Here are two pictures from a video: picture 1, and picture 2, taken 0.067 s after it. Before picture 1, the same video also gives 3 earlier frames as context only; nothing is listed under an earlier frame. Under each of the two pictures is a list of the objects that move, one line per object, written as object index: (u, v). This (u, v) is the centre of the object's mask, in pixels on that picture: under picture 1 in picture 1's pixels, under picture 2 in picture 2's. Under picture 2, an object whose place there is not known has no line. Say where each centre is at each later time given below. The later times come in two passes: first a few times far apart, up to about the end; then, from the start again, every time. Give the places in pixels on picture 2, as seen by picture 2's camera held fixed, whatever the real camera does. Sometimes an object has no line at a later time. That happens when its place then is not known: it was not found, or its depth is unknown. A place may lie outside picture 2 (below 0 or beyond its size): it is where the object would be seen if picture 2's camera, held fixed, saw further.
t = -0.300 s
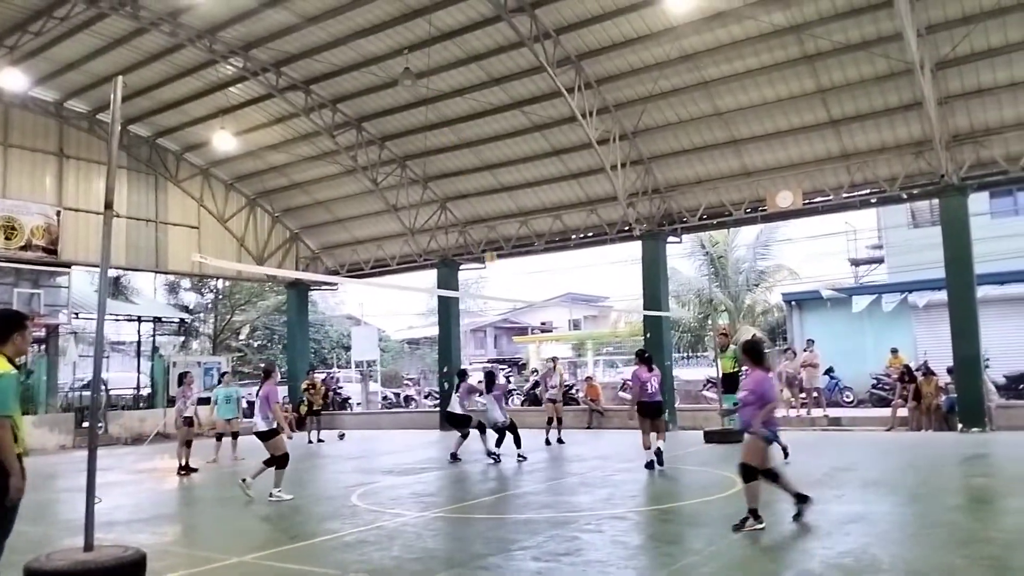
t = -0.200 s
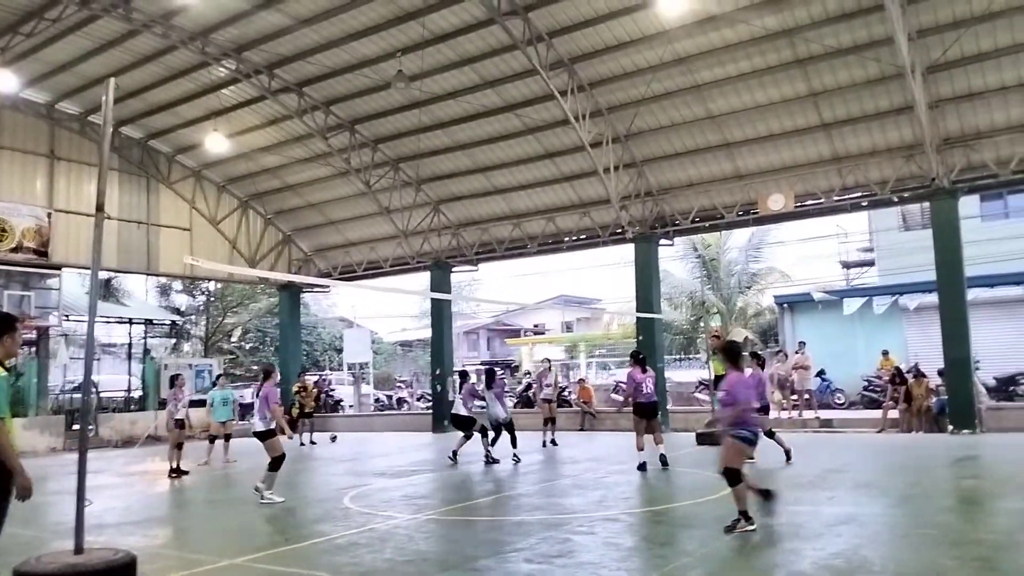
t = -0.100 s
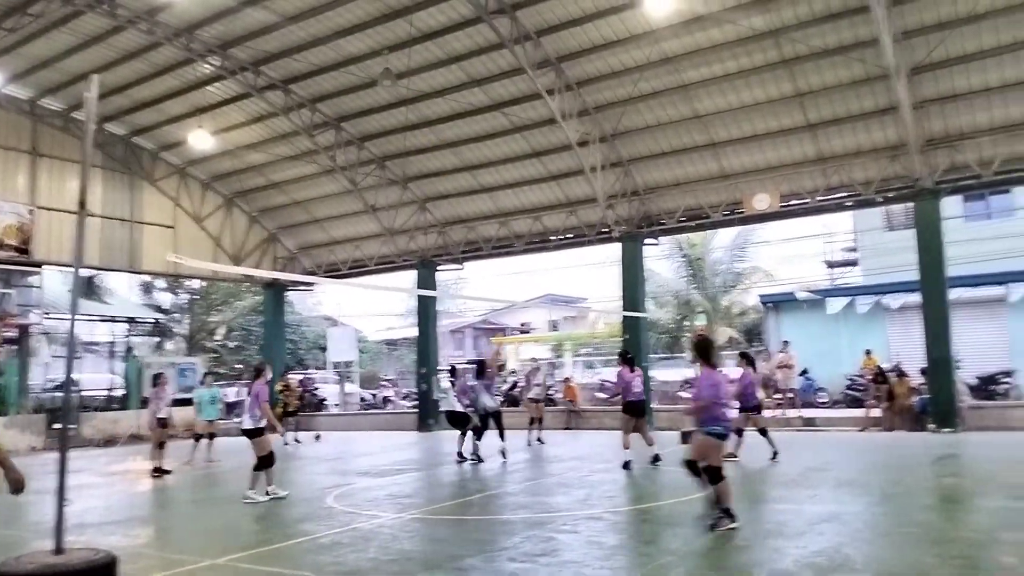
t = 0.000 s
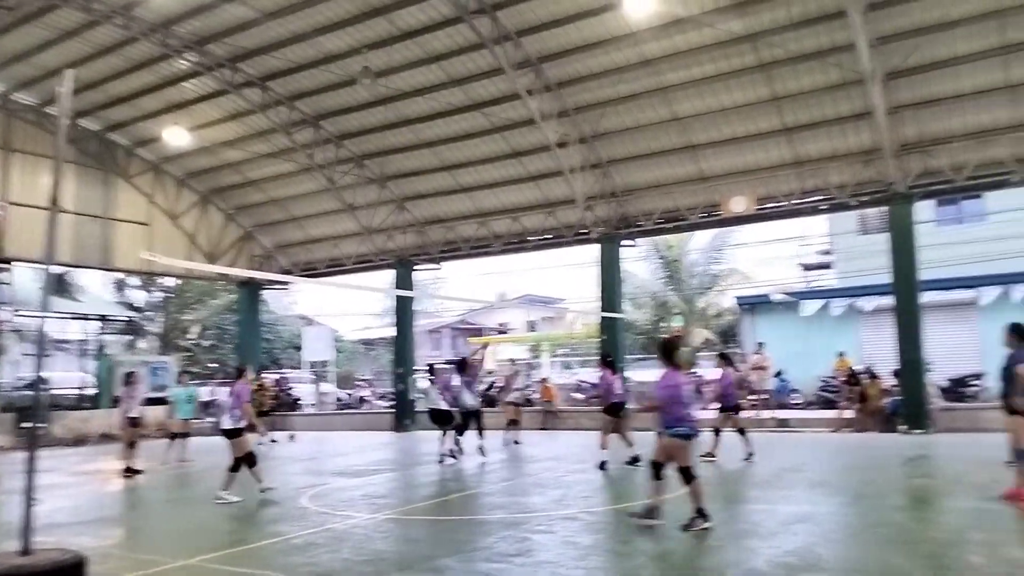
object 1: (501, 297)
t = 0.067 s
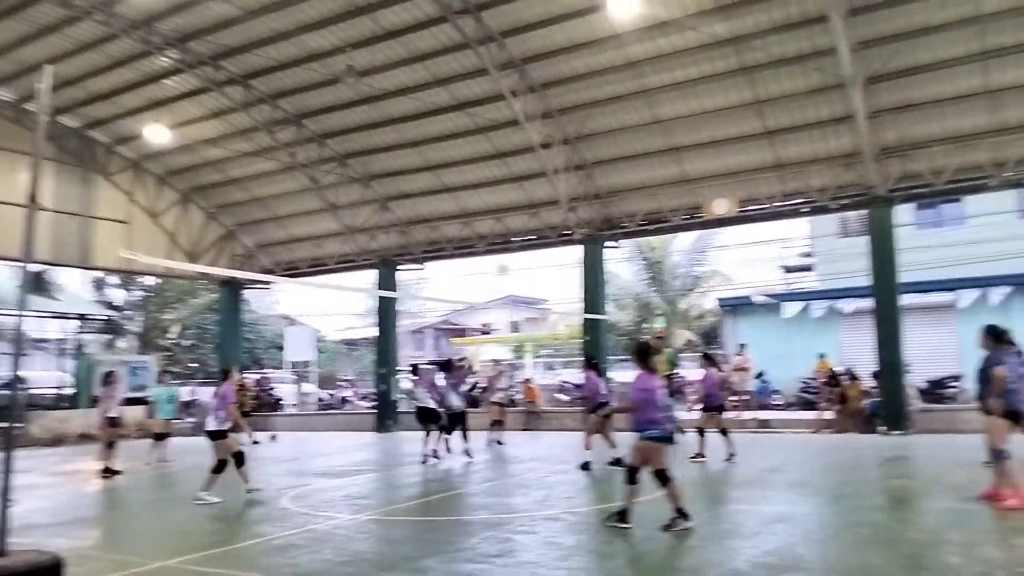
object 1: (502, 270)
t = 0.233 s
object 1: (551, 201)
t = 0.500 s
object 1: (644, 121)
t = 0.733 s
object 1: (745, 87)
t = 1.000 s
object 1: (888, 107)
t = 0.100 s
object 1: (513, 249)
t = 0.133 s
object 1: (522, 239)
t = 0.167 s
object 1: (532, 224)
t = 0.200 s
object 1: (541, 212)
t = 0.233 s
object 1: (551, 201)
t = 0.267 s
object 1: (562, 190)
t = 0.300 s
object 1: (573, 177)
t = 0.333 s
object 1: (584, 166)
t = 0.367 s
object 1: (595, 156)
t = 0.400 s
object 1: (606, 145)
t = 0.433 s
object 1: (619, 137)
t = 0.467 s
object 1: (631, 128)
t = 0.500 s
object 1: (644, 121)
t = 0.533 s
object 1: (656, 114)
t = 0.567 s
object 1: (670, 107)
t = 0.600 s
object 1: (685, 101)
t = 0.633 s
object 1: (698, 96)
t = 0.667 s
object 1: (713, 92)
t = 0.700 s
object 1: (728, 89)
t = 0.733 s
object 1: (745, 87)
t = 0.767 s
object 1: (762, 85)
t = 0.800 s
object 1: (777, 85)
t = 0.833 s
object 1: (796, 85)
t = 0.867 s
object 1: (814, 88)
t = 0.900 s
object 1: (831, 90)
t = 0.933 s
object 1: (851, 94)
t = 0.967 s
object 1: (871, 101)
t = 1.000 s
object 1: (888, 107)
